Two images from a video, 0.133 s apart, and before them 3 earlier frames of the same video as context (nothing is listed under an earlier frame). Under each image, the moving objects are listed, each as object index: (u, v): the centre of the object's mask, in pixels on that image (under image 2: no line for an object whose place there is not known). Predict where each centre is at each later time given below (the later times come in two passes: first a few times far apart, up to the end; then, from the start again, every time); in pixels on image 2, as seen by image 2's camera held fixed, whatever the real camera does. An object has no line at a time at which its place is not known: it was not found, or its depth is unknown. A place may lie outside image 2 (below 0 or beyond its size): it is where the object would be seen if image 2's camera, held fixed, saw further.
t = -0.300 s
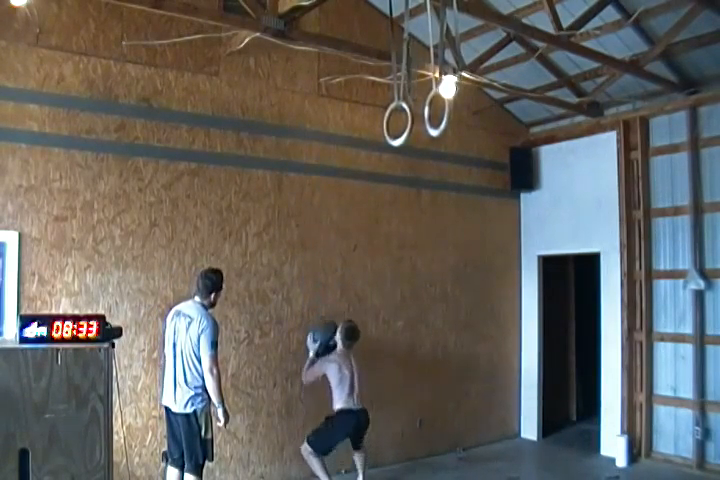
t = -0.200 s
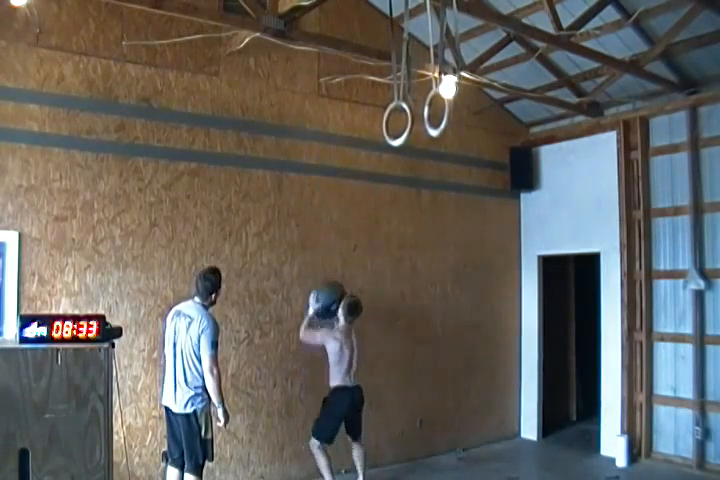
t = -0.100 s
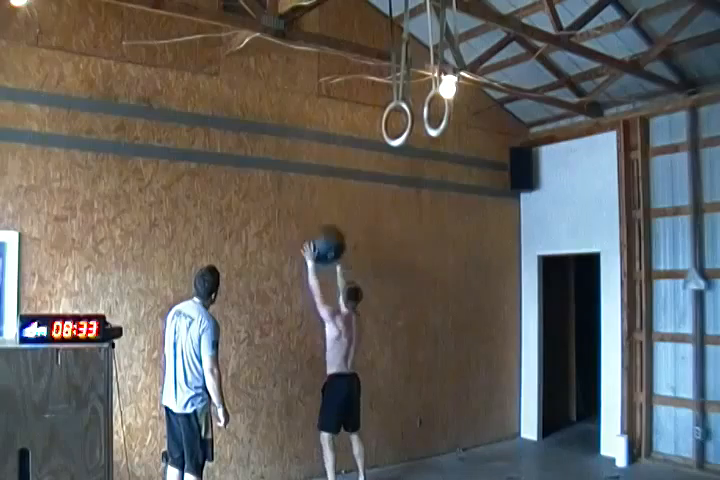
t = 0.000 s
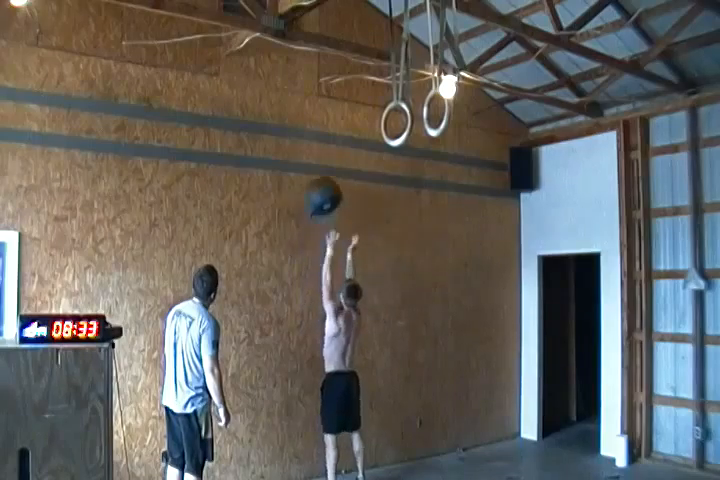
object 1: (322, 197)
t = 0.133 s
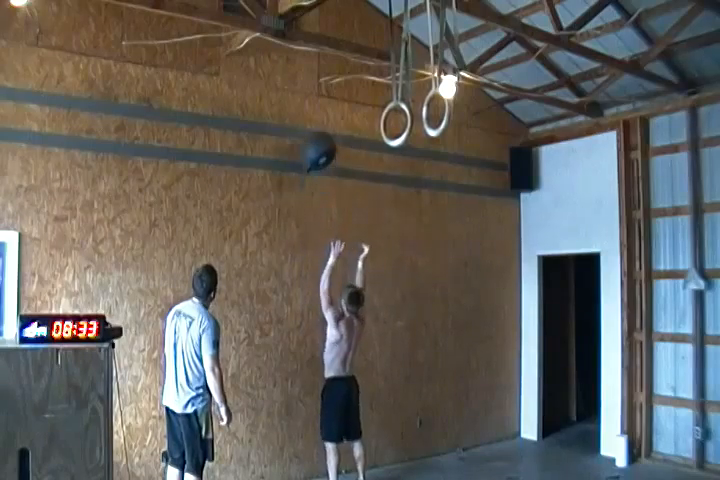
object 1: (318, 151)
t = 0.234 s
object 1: (314, 131)
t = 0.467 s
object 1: (316, 126)
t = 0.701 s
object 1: (319, 182)
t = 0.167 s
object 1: (316, 143)
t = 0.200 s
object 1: (316, 137)
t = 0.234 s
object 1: (314, 131)
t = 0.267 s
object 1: (314, 127)
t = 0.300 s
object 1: (313, 124)
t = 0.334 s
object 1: (313, 123)
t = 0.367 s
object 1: (314, 122)
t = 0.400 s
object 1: (314, 122)
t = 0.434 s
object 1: (315, 123)
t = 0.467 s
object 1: (316, 126)
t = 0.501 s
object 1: (316, 130)
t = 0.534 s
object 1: (316, 136)
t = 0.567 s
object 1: (317, 141)
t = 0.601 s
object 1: (318, 149)
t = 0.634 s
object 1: (319, 159)
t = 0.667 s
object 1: (319, 170)
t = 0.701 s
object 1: (319, 182)
